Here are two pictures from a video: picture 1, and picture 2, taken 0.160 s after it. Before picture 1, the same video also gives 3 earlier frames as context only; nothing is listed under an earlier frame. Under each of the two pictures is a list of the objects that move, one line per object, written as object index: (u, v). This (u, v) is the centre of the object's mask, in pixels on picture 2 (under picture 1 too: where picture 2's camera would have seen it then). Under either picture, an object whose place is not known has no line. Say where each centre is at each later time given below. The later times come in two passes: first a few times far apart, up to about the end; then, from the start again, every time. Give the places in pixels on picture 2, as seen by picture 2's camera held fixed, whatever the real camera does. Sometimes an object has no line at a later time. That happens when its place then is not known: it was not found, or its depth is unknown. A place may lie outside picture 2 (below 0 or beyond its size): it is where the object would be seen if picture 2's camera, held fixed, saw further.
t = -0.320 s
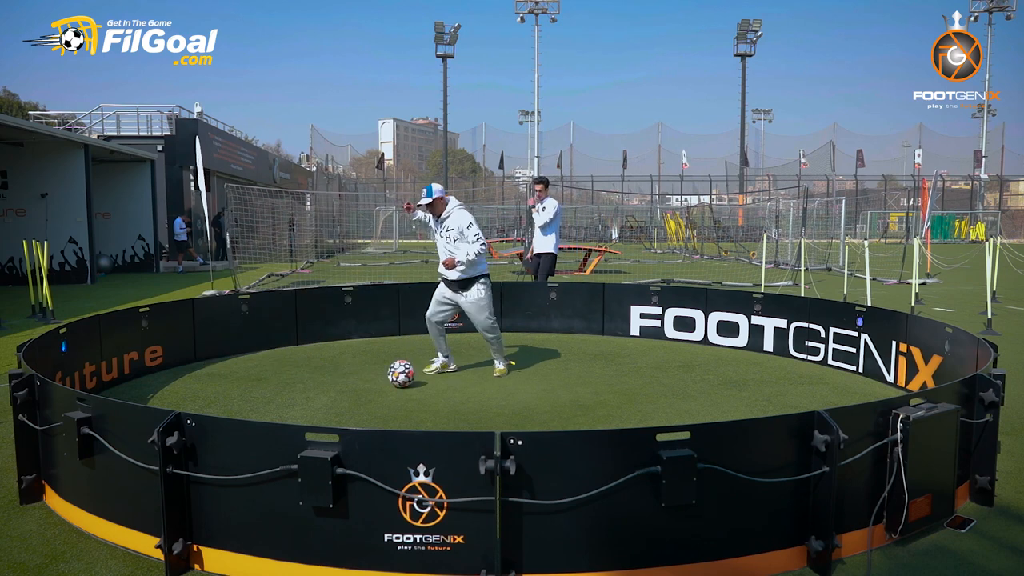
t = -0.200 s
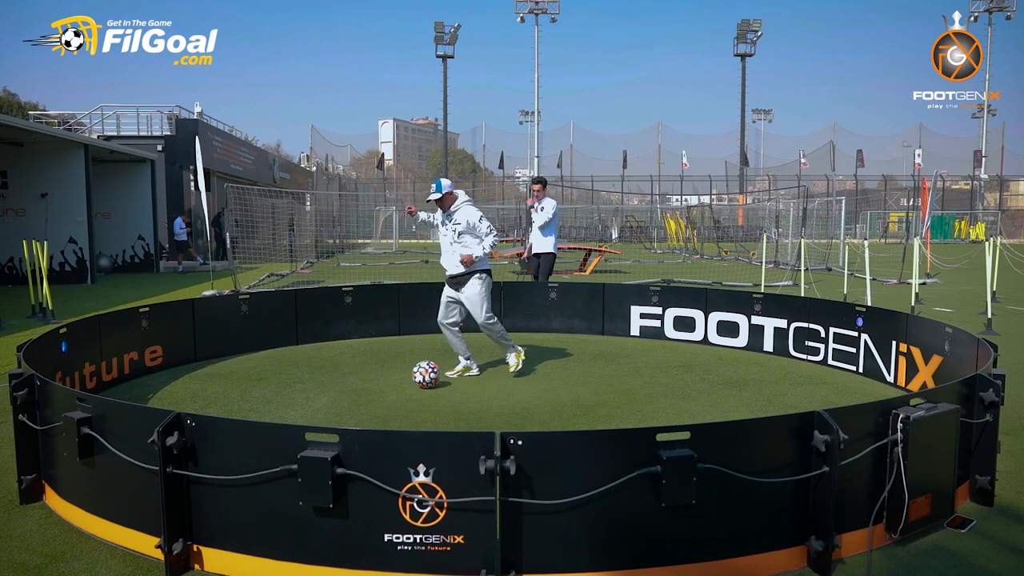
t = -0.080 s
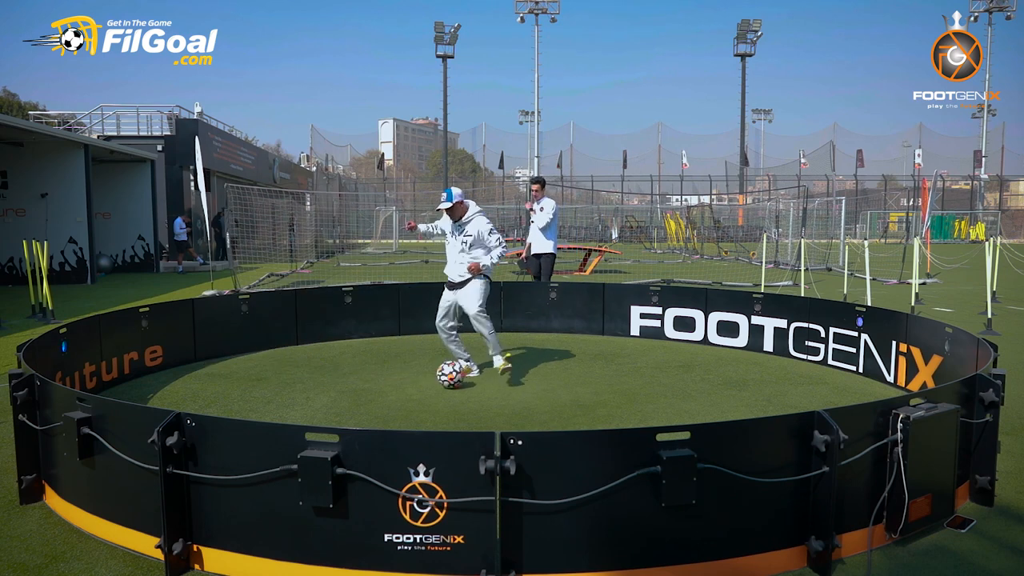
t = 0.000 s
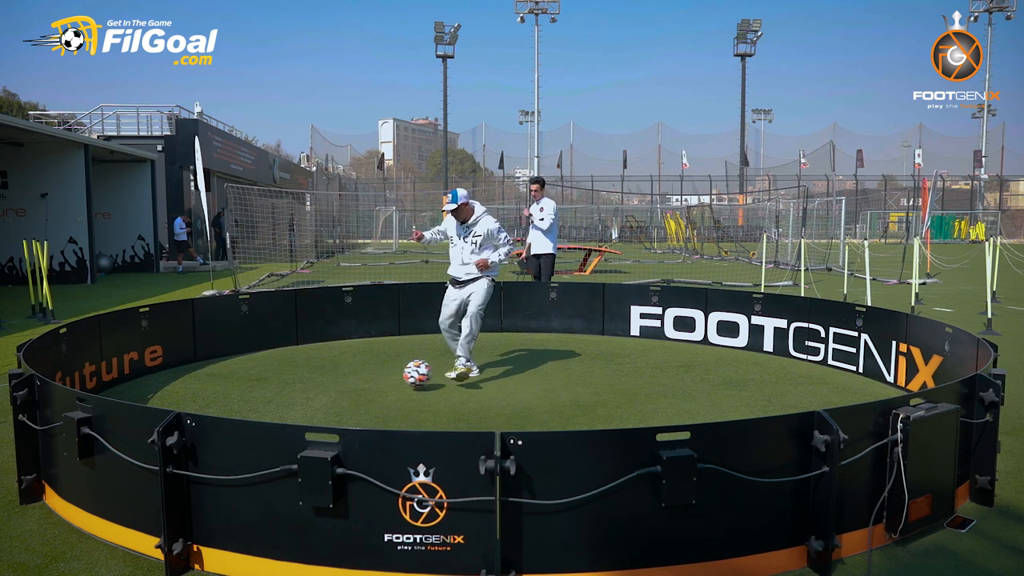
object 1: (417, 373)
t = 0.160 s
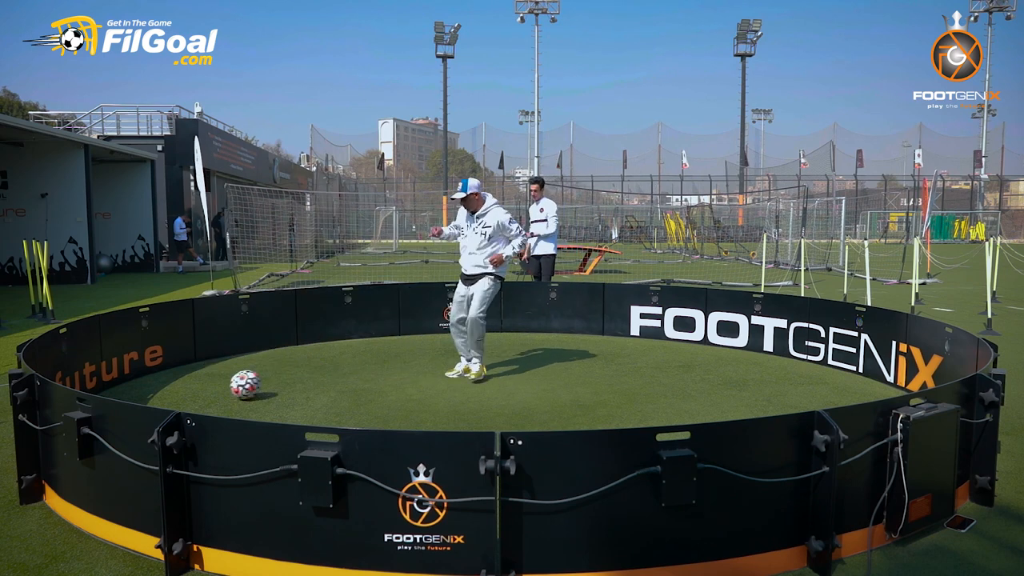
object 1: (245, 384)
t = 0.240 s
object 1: (165, 386)
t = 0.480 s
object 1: (195, 381)
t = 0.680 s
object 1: (299, 380)
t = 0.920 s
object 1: (382, 376)
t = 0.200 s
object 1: (205, 384)
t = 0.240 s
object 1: (165, 386)
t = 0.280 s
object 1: (126, 388)
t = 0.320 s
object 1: (90, 384)
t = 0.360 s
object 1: (115, 383)
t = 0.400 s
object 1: (143, 381)
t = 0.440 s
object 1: (169, 380)
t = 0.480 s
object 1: (195, 381)
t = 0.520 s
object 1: (222, 385)
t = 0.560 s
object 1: (242, 382)
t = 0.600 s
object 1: (262, 381)
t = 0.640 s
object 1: (282, 381)
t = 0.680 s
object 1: (299, 380)
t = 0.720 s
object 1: (314, 378)
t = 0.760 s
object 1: (329, 378)
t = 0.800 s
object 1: (343, 378)
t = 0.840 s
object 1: (356, 377)
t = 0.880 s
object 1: (369, 377)
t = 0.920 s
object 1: (382, 376)
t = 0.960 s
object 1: (395, 375)
